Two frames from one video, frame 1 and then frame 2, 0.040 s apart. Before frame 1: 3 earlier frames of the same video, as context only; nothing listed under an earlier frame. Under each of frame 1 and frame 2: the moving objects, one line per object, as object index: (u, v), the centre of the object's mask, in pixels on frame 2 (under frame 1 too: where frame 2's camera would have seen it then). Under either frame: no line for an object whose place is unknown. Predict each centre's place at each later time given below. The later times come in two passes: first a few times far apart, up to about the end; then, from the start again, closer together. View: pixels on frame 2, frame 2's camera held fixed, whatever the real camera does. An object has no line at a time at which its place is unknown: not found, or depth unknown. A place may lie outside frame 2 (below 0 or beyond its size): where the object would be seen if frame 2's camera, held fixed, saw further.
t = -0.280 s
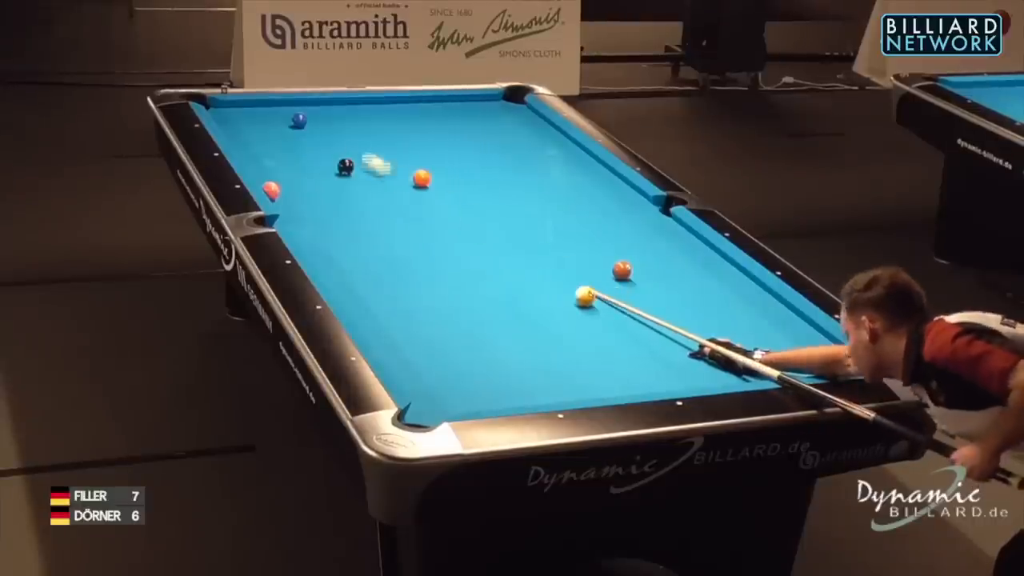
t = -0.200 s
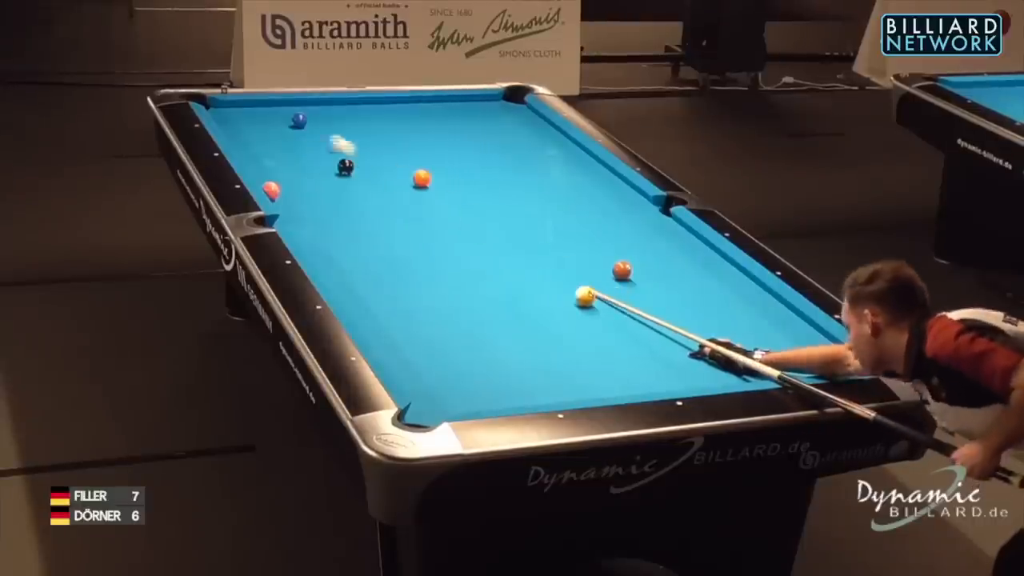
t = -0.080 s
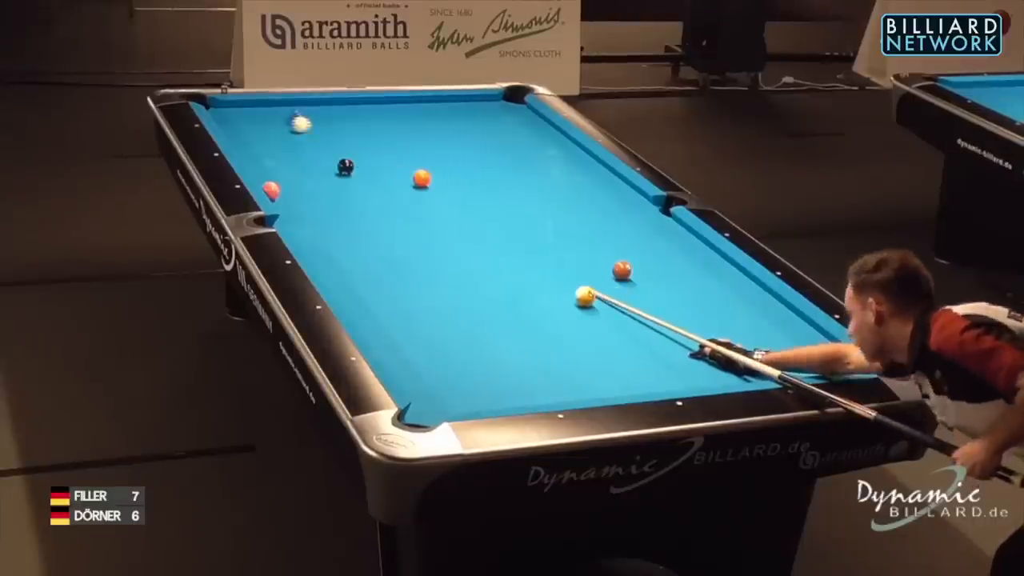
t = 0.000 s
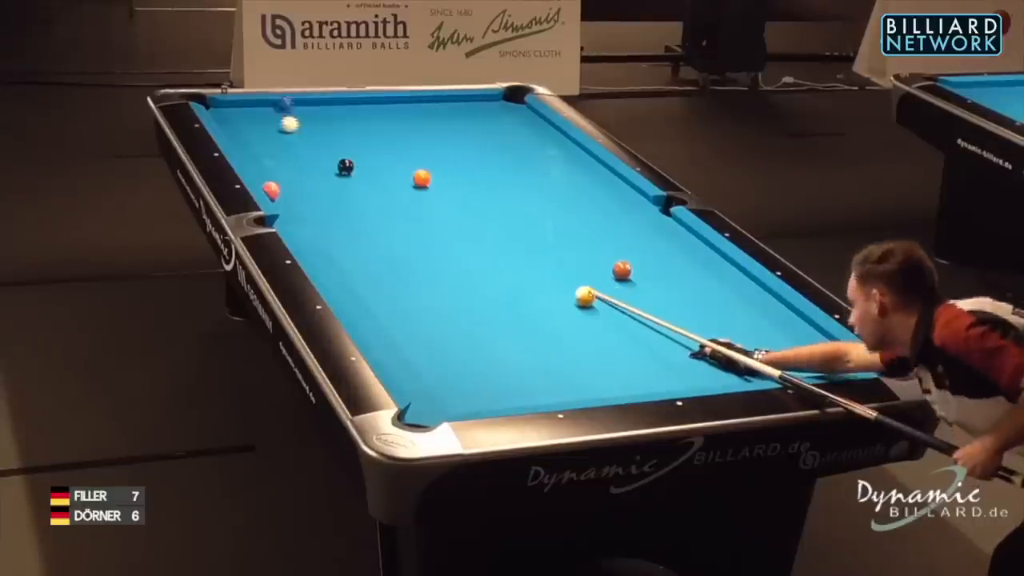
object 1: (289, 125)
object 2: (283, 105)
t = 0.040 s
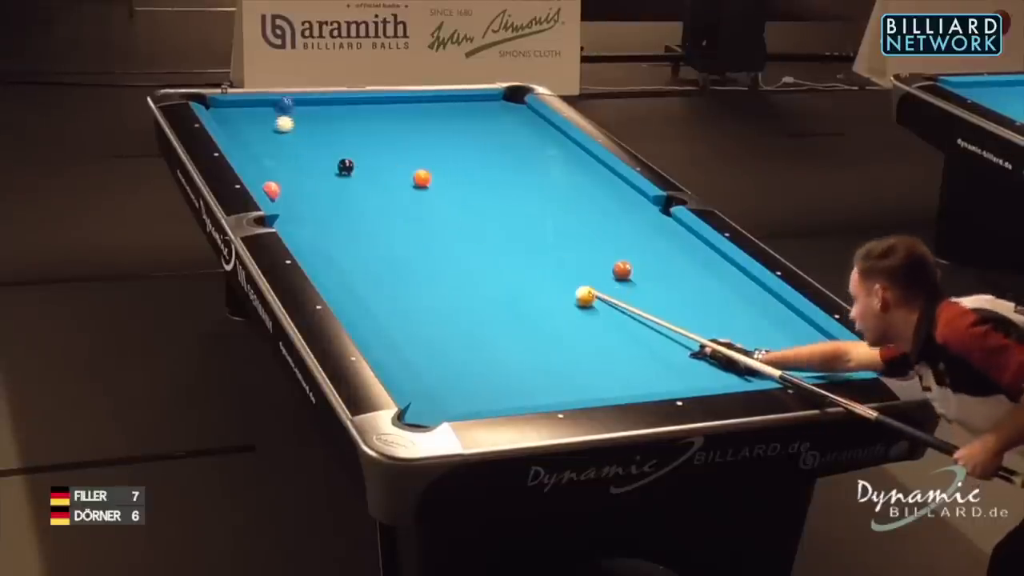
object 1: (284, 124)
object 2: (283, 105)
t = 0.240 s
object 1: (259, 124)
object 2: (294, 123)
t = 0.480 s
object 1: (230, 122)
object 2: (307, 146)
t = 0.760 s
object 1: (233, 121)
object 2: (323, 173)
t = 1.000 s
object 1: (247, 122)
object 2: (339, 199)
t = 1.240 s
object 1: (259, 122)
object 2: (355, 224)
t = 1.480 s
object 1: (271, 122)
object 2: (372, 252)
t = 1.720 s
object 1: (281, 122)
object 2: (390, 281)
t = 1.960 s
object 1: (290, 122)
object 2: (410, 312)
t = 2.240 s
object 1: (298, 122)
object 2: (435, 351)
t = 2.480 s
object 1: (304, 122)
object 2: (457, 387)
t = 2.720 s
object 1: (309, 122)
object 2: (465, 401)
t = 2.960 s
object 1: (312, 122)
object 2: (445, 380)
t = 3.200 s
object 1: (314, 123)
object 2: (426, 360)
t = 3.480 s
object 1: (315, 123)
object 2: (407, 338)
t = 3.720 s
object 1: (315, 123)
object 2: (392, 322)
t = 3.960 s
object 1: (315, 123)
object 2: (379, 307)
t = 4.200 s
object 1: (315, 123)
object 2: (366, 293)
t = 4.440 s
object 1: (315, 123)
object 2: (354, 281)
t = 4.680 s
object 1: (315, 123)
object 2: (344, 269)
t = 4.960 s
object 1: (315, 123)
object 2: (333, 257)
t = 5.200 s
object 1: (315, 123)
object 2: (324, 248)
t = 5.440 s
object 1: (315, 123)
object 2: (317, 240)
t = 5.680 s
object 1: (315, 123)
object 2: (309, 231)
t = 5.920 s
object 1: (315, 123)
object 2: (303, 224)
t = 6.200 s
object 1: (315, 123)
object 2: (297, 217)
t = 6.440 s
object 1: (315, 123)
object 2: (293, 212)
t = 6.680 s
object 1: (315, 123)
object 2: (289, 206)
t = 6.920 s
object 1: (315, 123)
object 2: (287, 202)
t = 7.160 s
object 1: (315, 123)
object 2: (284, 198)
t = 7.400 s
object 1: (315, 123)
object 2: (284, 196)
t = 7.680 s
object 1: (315, 123)
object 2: (288, 193)
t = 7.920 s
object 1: (315, 123)
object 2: (289, 192)
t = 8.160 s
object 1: (315, 123)
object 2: (290, 192)
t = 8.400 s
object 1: (315, 123)
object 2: (290, 192)
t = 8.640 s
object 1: (315, 123)
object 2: (290, 192)
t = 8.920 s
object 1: (315, 123)
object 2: (290, 192)
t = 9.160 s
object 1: (315, 123)
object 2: (290, 192)
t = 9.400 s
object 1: (315, 123)
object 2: (290, 192)
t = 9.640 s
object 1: (315, 123)
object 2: (290, 192)
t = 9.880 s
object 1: (315, 123)
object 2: (290, 192)
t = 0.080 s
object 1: (279, 124)
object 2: (286, 109)
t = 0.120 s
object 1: (273, 124)
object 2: (288, 113)
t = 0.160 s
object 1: (269, 124)
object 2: (290, 117)
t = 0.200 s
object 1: (264, 124)
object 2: (292, 121)
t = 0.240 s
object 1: (259, 124)
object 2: (294, 123)
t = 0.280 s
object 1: (254, 123)
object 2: (296, 127)
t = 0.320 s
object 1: (249, 123)
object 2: (298, 131)
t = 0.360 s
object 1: (244, 123)
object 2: (301, 135)
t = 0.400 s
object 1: (239, 123)
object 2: (303, 138)
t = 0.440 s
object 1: (234, 122)
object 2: (305, 142)
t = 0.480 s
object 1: (230, 122)
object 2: (307, 146)
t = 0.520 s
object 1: (225, 122)
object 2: (309, 150)
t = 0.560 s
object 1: (222, 121)
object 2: (312, 153)
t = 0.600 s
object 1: (223, 121)
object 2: (313, 158)
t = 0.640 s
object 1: (226, 121)
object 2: (316, 161)
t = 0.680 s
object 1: (228, 121)
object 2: (319, 165)
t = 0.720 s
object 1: (231, 122)
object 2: (321, 169)
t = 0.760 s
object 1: (233, 121)
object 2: (323, 173)
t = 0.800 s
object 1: (235, 122)
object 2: (326, 177)
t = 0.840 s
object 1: (238, 122)
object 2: (329, 182)
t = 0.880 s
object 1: (240, 122)
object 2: (331, 185)
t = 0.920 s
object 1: (242, 122)
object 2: (333, 190)
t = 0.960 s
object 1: (245, 122)
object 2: (336, 194)
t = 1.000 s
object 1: (247, 122)
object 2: (339, 199)
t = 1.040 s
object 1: (249, 122)
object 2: (341, 202)
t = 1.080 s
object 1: (251, 122)
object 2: (344, 207)
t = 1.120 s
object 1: (253, 122)
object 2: (346, 211)
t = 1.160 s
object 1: (255, 121)
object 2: (349, 215)
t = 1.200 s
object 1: (257, 122)
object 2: (352, 220)
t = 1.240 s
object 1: (259, 122)
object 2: (355, 224)
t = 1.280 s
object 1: (261, 122)
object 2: (357, 229)
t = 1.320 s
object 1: (263, 122)
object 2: (360, 233)
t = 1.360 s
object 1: (265, 122)
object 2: (363, 238)
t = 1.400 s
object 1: (267, 122)
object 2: (366, 243)
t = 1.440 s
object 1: (269, 122)
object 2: (369, 248)
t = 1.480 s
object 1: (271, 122)
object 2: (372, 252)
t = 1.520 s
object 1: (273, 122)
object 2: (375, 257)
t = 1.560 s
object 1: (274, 122)
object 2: (378, 261)
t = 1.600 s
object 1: (276, 122)
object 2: (381, 266)
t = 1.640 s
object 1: (278, 122)
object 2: (384, 271)
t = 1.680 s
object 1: (279, 122)
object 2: (387, 276)
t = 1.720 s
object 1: (281, 122)
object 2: (390, 281)
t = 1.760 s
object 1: (282, 121)
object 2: (394, 286)
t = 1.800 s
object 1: (284, 122)
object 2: (397, 291)
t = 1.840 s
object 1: (285, 122)
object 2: (400, 296)
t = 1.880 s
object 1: (287, 122)
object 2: (403, 302)
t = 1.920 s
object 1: (288, 122)
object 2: (407, 306)
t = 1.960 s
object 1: (290, 122)
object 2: (410, 312)
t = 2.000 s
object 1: (291, 122)
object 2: (414, 318)
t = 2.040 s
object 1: (292, 122)
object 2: (417, 323)
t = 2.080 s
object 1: (294, 122)
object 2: (421, 328)
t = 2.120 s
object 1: (295, 122)
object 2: (424, 334)
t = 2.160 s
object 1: (296, 122)
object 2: (428, 340)
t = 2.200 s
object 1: (297, 122)
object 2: (431, 345)
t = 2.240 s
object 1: (298, 122)
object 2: (435, 351)
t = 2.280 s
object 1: (299, 122)
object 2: (438, 357)
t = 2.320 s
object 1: (300, 122)
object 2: (442, 362)
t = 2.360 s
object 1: (301, 122)
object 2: (446, 368)
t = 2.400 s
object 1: (302, 122)
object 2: (450, 374)
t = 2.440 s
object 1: (303, 122)
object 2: (454, 381)
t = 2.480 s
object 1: (304, 122)
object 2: (457, 387)
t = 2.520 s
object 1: (305, 122)
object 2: (461, 393)
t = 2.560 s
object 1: (306, 122)
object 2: (465, 399)
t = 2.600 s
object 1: (307, 122)
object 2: (469, 402)
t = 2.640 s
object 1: (307, 122)
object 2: (472, 405)
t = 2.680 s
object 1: (308, 122)
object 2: (468, 403)
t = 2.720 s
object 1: (309, 122)
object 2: (465, 401)
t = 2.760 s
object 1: (310, 122)
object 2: (461, 398)
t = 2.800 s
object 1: (310, 122)
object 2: (458, 394)
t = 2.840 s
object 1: (311, 122)
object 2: (455, 390)
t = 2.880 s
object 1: (311, 122)
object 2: (451, 387)
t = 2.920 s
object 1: (312, 122)
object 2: (448, 383)
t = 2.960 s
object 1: (312, 122)
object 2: (445, 380)
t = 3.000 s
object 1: (313, 122)
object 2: (442, 376)
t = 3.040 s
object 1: (313, 123)
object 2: (439, 373)
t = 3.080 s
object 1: (313, 123)
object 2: (435, 370)
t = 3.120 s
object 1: (314, 123)
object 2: (432, 366)
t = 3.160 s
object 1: (314, 123)
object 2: (429, 363)
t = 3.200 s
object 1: (314, 123)
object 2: (426, 360)
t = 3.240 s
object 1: (315, 123)
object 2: (423, 356)
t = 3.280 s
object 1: (315, 123)
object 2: (421, 353)
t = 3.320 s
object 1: (315, 123)
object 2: (418, 350)
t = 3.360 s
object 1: (315, 123)
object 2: (415, 347)
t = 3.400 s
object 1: (315, 123)
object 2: (413, 344)
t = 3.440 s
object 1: (315, 123)
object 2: (410, 341)
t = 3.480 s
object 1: (315, 123)
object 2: (407, 338)
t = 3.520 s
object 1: (315, 123)
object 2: (404, 335)
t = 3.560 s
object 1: (315, 123)
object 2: (402, 333)
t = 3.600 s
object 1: (315, 123)
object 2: (400, 330)
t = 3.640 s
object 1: (315, 123)
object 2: (397, 327)
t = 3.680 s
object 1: (315, 123)
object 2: (395, 324)
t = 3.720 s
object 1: (315, 123)
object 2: (392, 322)
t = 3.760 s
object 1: (315, 123)
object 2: (390, 319)
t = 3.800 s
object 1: (315, 123)
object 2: (388, 317)
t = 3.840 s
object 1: (315, 123)
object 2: (386, 314)
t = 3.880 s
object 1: (315, 123)
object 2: (383, 312)
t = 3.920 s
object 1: (315, 123)
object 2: (381, 309)
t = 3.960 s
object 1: (315, 123)
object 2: (379, 307)
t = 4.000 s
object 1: (315, 123)
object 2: (377, 304)
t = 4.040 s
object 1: (315, 123)
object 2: (374, 302)
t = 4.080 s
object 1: (315, 123)
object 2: (372, 300)
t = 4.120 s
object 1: (315, 123)
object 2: (370, 298)
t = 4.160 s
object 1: (315, 123)
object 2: (368, 295)
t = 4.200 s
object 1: (315, 123)
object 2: (366, 293)
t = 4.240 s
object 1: (315, 123)
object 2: (364, 291)
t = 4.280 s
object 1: (315, 123)
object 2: (362, 289)
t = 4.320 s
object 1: (315, 123)
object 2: (360, 287)
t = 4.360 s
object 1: (315, 123)
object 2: (358, 285)
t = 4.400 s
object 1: (315, 123)
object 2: (356, 283)
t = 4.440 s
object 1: (315, 123)
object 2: (354, 281)
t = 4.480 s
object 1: (315, 123)
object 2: (353, 279)
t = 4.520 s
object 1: (315, 123)
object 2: (351, 277)
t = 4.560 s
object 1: (315, 123)
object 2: (349, 275)
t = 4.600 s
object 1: (315, 123)
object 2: (347, 273)
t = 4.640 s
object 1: (315, 123)
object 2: (346, 271)
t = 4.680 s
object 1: (315, 123)
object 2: (344, 269)
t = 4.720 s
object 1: (315, 123)
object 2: (342, 268)
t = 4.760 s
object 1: (315, 123)
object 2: (341, 266)
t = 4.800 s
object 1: (315, 123)
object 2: (339, 264)
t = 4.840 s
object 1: (315, 123)
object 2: (338, 262)
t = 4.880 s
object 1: (315, 123)
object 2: (336, 260)
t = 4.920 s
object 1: (315, 123)
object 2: (335, 259)
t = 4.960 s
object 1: (315, 123)
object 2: (333, 257)
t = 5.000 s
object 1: (315, 123)
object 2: (331, 256)
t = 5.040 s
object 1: (315, 123)
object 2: (330, 254)
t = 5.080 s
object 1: (315, 123)
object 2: (329, 252)
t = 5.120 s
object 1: (315, 123)
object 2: (327, 251)
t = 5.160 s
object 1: (315, 123)
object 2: (326, 250)
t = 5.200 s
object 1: (315, 123)
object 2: (324, 248)
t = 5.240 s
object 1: (315, 123)
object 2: (323, 247)
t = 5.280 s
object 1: (315, 123)
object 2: (322, 245)
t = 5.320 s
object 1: (315, 123)
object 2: (320, 244)
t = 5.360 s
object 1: (315, 123)
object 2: (319, 242)
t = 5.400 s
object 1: (315, 123)
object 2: (318, 241)
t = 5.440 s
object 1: (315, 123)
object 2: (317, 240)
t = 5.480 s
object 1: (315, 123)
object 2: (315, 238)
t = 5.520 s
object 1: (315, 123)
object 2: (314, 237)
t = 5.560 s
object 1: (315, 123)
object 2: (313, 235)
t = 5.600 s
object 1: (315, 123)
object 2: (312, 234)
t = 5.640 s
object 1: (315, 123)
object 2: (311, 233)
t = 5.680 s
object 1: (315, 123)
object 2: (309, 231)
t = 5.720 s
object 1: (315, 123)
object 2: (308, 230)
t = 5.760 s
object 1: (315, 123)
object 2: (307, 229)
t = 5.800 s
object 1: (315, 123)
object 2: (306, 228)
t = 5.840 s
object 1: (315, 123)
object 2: (305, 227)
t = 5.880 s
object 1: (315, 123)
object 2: (304, 226)
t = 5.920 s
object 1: (315, 123)
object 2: (303, 224)
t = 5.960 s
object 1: (315, 123)
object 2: (302, 223)
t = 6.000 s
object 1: (315, 123)
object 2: (302, 222)
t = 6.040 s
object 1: (315, 123)
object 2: (301, 221)
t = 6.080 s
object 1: (315, 123)
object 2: (300, 220)
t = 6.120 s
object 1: (315, 123)
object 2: (299, 219)
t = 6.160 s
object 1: (315, 123)
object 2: (298, 218)
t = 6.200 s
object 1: (315, 123)
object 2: (297, 217)
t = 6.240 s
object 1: (315, 123)
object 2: (296, 216)
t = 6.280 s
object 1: (315, 123)
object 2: (295, 215)
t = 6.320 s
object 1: (315, 123)
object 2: (295, 215)
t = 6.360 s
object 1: (315, 123)
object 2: (294, 213)
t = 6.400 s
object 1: (315, 123)
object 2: (294, 212)
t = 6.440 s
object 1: (315, 123)
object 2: (293, 212)
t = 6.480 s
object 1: (315, 123)
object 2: (292, 211)
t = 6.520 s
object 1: (315, 123)
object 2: (292, 210)
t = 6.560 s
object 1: (315, 123)
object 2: (291, 209)
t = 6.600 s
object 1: (315, 123)
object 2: (291, 208)
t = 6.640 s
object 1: (315, 123)
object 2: (290, 207)
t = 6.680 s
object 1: (315, 123)
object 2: (289, 206)
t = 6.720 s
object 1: (315, 123)
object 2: (289, 205)
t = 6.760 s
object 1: (315, 123)
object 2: (288, 205)
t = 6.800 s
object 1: (315, 123)
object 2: (288, 204)
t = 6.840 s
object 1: (315, 123)
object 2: (287, 203)
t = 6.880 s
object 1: (315, 123)
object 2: (287, 203)
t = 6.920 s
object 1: (315, 123)
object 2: (287, 202)
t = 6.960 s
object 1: (315, 123)
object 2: (286, 201)
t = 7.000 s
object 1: (315, 123)
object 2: (286, 201)
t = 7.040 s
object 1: (315, 123)
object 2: (285, 200)
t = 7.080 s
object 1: (315, 123)
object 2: (285, 199)
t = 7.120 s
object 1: (315, 123)
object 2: (284, 199)
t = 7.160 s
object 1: (315, 123)
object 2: (284, 198)
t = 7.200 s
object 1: (315, 123)
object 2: (283, 198)
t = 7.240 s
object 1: (315, 123)
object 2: (283, 197)
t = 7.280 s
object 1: (315, 123)
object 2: (283, 197)
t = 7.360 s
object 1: (315, 123)
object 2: (284, 196)
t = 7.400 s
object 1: (315, 123)
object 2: (284, 196)
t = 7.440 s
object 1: (315, 123)
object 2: (285, 196)
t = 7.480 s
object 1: (315, 123)
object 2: (285, 196)
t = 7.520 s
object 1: (315, 123)
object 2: (286, 195)
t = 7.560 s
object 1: (315, 123)
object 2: (286, 195)
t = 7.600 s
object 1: (315, 123)
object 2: (287, 194)
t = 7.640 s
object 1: (315, 123)
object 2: (288, 194)
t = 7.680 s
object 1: (315, 123)
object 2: (288, 193)
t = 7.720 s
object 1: (315, 123)
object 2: (288, 193)
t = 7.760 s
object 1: (315, 123)
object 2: (289, 193)
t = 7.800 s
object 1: (315, 123)
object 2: (289, 193)
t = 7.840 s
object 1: (315, 123)
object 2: (289, 193)
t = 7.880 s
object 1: (315, 123)
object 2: (289, 193)
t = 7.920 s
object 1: (315, 123)
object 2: (289, 192)
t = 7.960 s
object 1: (315, 123)
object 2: (289, 193)
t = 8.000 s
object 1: (315, 123)
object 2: (289, 193)
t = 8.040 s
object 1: (315, 123)
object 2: (289, 193)
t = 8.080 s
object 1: (315, 123)
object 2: (290, 192)
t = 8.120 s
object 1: (315, 123)
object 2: (290, 192)
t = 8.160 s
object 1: (315, 123)
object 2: (290, 192)
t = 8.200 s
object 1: (315, 123)
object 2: (290, 192)
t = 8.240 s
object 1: (315, 123)
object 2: (290, 192)
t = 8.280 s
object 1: (315, 123)
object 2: (290, 192)
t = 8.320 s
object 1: (315, 123)
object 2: (290, 192)
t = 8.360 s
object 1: (315, 123)
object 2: (290, 192)
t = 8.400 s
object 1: (315, 123)
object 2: (290, 192)
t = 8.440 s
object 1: (315, 123)
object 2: (290, 192)
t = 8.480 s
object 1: (315, 123)
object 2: (290, 192)
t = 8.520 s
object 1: (315, 123)
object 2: (290, 192)
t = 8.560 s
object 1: (315, 123)
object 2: (290, 192)
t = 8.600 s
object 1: (315, 123)
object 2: (290, 192)
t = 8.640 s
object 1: (315, 123)
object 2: (290, 192)
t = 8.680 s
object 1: (315, 123)
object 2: (290, 192)
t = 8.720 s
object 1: (315, 123)
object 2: (290, 192)
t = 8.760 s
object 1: (315, 123)
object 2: (290, 192)
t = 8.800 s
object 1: (315, 123)
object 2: (290, 192)
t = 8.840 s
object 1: (315, 123)
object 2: (290, 192)
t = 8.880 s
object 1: (315, 123)
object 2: (290, 192)
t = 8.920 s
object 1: (315, 123)
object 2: (290, 192)
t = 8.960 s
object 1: (315, 123)
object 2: (290, 192)
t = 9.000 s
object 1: (315, 123)
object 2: (290, 192)
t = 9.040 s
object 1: (315, 123)
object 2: (290, 192)
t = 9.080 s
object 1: (315, 123)
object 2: (290, 192)
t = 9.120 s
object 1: (315, 123)
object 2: (290, 192)
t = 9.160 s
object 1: (315, 123)
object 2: (290, 192)
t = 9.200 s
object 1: (315, 123)
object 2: (290, 192)
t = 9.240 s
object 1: (315, 123)
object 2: (290, 192)
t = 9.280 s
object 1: (315, 123)
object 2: (290, 192)
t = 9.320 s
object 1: (315, 123)
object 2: (290, 192)
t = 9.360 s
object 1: (315, 123)
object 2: (290, 192)
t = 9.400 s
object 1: (315, 123)
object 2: (290, 192)
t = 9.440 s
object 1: (315, 123)
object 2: (290, 192)
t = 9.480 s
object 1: (315, 123)
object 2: (290, 192)
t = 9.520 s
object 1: (315, 123)
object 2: (290, 192)
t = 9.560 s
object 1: (315, 123)
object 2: (290, 192)
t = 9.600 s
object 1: (315, 123)
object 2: (290, 192)
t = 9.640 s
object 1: (315, 123)
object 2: (290, 192)
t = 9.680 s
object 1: (315, 123)
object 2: (290, 192)
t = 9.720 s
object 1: (315, 123)
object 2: (290, 192)
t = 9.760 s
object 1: (315, 123)
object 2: (290, 192)
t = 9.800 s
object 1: (315, 123)
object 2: (290, 192)
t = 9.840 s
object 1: (315, 123)
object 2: (290, 192)
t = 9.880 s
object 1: (315, 123)
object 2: (290, 192)
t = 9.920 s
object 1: (315, 123)
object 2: (290, 192)
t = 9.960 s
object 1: (315, 123)
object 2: (290, 192)
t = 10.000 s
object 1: (315, 123)
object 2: (290, 192)
